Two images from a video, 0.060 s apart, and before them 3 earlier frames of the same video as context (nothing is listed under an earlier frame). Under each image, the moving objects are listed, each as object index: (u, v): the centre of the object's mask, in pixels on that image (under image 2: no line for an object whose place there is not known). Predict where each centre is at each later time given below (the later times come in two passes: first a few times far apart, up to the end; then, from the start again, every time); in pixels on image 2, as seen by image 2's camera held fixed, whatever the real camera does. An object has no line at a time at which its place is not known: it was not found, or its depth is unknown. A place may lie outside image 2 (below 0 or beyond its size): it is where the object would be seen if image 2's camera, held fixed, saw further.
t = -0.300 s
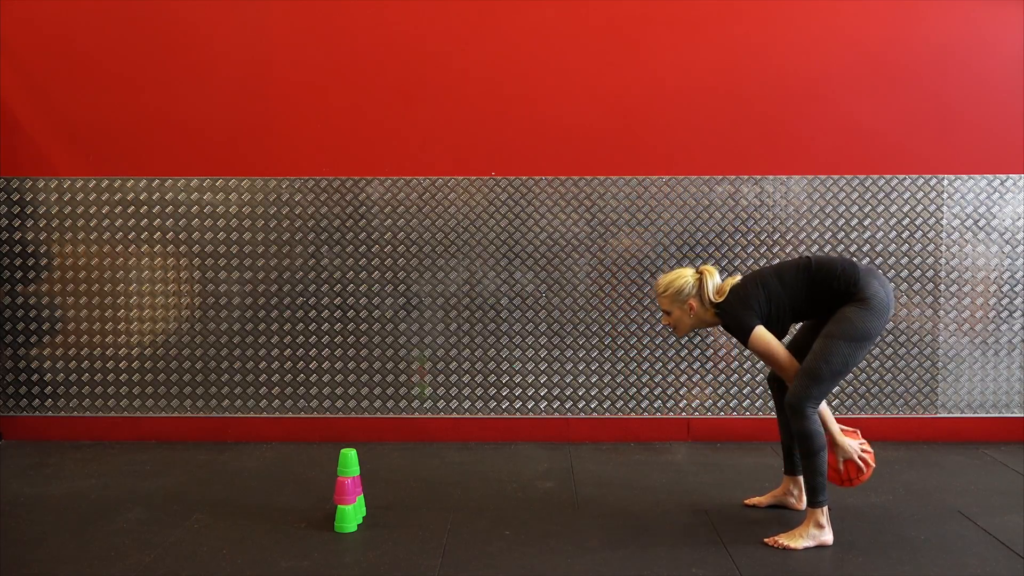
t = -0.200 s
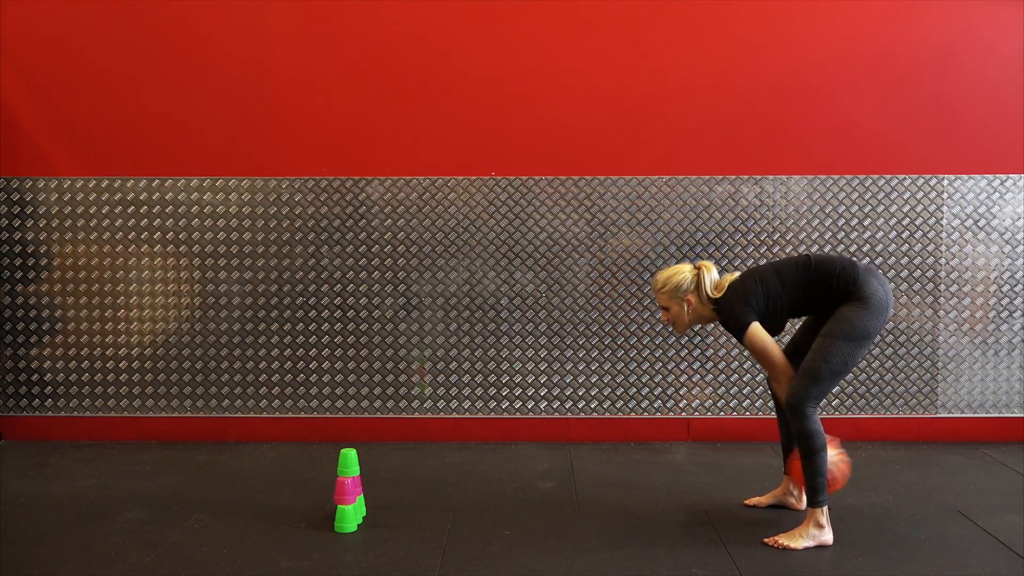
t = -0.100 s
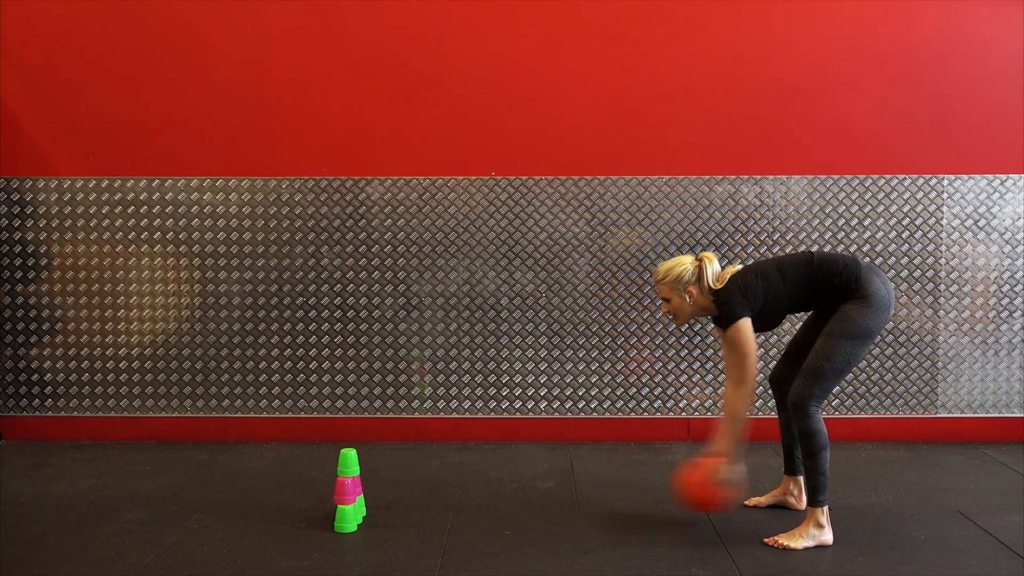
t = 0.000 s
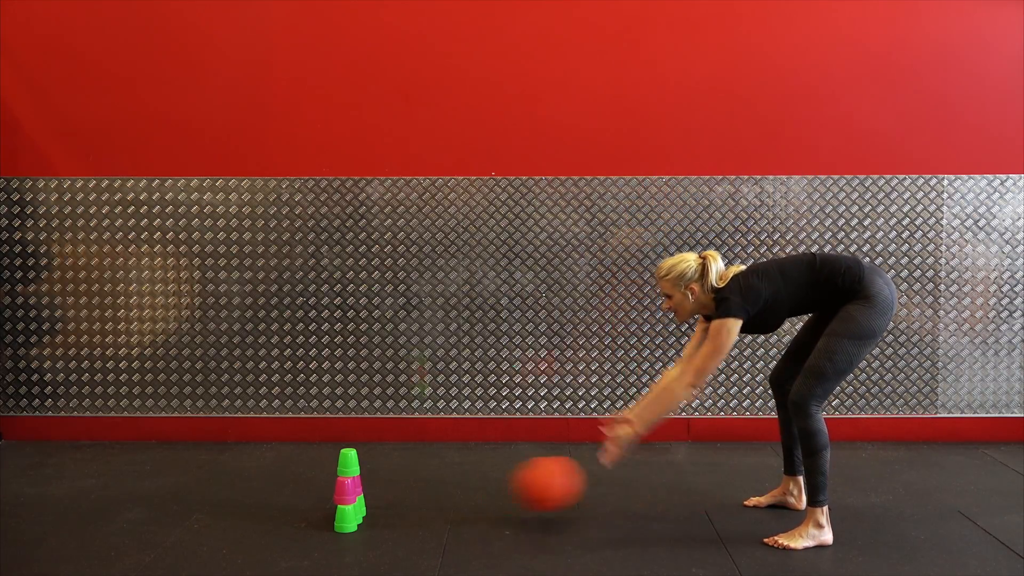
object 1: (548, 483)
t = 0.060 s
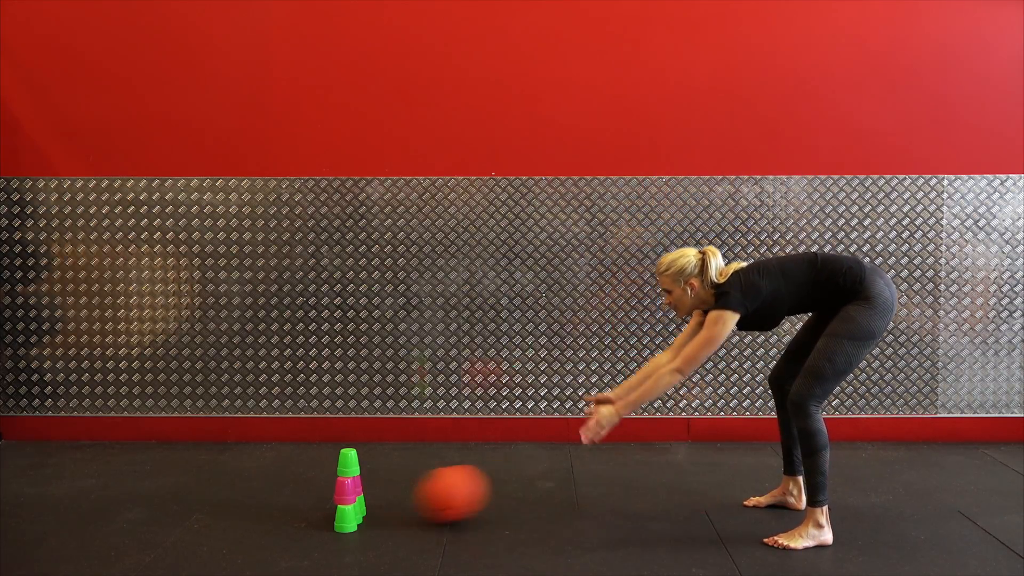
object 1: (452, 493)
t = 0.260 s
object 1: (335, 398)
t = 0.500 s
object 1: (269, 347)
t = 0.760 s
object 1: (198, 447)
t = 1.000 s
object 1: (71, 494)
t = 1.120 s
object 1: (25, 477)
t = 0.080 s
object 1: (422, 497)
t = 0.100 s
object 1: (398, 496)
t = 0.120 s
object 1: (383, 491)
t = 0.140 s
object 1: (373, 476)
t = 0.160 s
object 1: (366, 461)
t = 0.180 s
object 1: (359, 447)
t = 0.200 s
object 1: (353, 433)
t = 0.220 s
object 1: (347, 421)
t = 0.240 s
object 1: (341, 410)
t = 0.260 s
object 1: (335, 398)
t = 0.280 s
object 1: (329, 388)
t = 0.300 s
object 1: (322, 381)
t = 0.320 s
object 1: (317, 373)
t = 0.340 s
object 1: (312, 367)
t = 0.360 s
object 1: (306, 361)
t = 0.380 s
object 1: (301, 357)
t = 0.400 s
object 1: (295, 353)
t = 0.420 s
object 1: (290, 350)
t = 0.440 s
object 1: (285, 348)
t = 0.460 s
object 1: (280, 347)
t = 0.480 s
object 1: (274, 346)
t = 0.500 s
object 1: (269, 347)
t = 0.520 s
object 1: (264, 349)
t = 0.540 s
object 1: (259, 351)
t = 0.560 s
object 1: (254, 355)
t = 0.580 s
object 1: (248, 359)
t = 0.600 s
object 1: (243, 365)
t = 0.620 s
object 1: (236, 371)
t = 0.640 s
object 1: (231, 379)
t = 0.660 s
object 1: (226, 387)
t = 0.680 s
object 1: (220, 397)
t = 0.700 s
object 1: (214, 409)
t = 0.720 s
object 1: (209, 420)
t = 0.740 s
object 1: (203, 434)
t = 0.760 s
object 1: (198, 447)
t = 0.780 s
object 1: (193, 462)
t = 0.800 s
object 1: (186, 473)
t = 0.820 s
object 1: (175, 475)
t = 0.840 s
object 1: (163, 476)
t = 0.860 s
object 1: (150, 477)
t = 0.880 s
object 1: (138, 480)
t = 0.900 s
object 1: (126, 483)
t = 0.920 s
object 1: (113, 488)
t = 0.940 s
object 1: (101, 493)
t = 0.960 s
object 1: (89, 498)
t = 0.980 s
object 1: (79, 499)
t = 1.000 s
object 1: (71, 494)
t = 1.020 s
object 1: (63, 489)
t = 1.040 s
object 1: (55, 484)
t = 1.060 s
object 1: (47, 481)
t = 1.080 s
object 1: (39, 479)
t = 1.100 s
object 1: (31, 477)
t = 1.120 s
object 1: (25, 477)
